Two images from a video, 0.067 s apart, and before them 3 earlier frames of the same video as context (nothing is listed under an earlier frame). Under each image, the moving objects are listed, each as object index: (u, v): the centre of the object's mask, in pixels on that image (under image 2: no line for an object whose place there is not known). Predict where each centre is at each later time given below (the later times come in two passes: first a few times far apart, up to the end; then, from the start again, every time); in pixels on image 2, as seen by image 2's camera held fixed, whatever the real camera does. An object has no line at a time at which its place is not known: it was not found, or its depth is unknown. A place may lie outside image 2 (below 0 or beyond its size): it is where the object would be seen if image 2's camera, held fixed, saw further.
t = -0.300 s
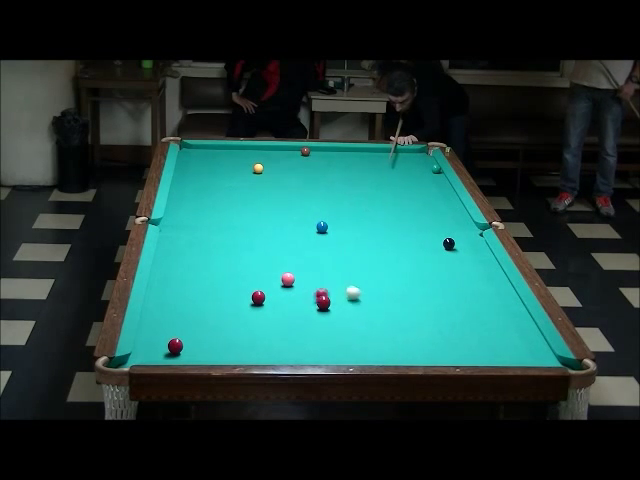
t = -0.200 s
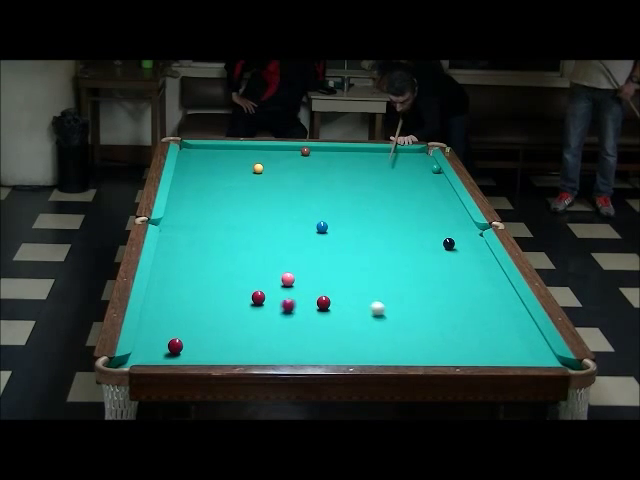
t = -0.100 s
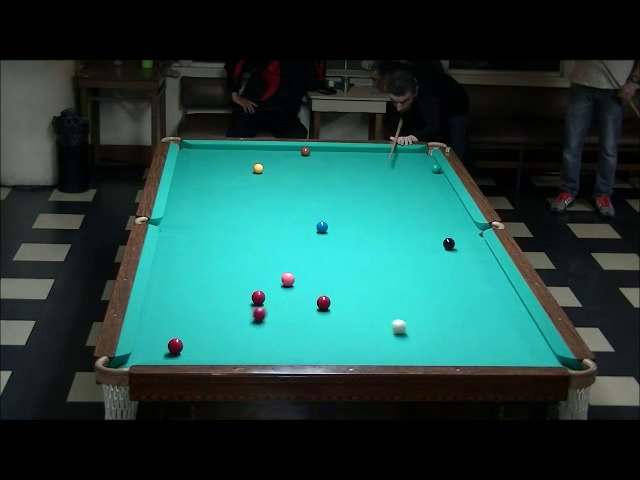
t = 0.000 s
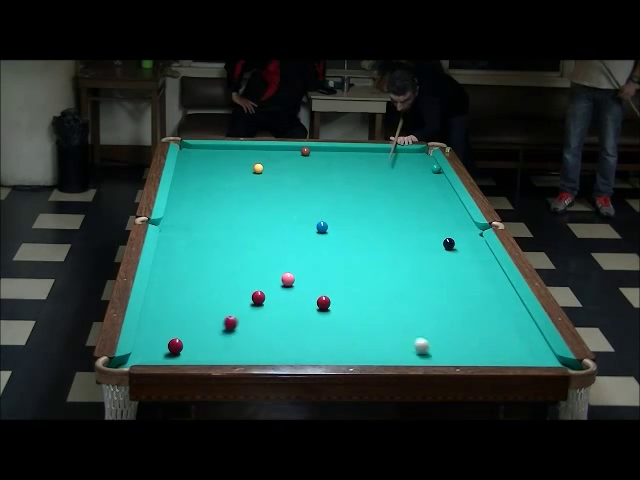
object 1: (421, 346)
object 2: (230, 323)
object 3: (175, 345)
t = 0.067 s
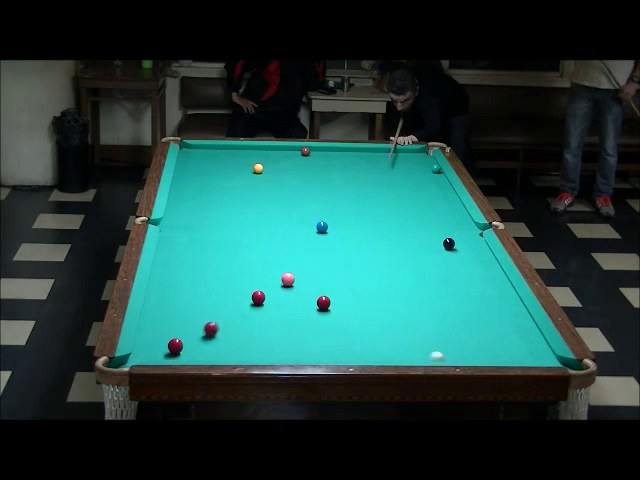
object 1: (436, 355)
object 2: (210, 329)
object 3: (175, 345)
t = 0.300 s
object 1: (451, 329)
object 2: (142, 342)
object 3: (173, 353)
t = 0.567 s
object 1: (463, 296)
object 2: (195, 346)
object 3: (173, 350)
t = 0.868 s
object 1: (474, 265)
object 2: (252, 350)
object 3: (174, 336)
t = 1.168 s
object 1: (477, 240)
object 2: (306, 353)
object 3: (175, 325)
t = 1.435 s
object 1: (456, 224)
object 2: (352, 355)
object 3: (176, 316)
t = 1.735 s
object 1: (436, 207)
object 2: (397, 356)
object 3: (176, 308)
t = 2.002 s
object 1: (420, 194)
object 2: (431, 356)
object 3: (177, 302)
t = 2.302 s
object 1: (404, 181)
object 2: (466, 355)
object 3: (177, 297)
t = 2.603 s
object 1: (390, 169)
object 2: (497, 355)
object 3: (176, 293)
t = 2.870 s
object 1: (378, 160)
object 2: (522, 354)
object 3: (176, 290)
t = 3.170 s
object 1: (367, 151)
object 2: (546, 354)
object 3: (176, 287)
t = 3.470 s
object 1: (362, 153)
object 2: (534, 353)
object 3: (176, 286)
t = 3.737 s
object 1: (360, 159)
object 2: (523, 353)
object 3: (176, 286)
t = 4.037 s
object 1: (358, 164)
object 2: (514, 353)
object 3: (176, 286)
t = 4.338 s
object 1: (357, 169)
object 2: (508, 353)
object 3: (176, 286)
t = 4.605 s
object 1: (356, 174)
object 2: (506, 353)
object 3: (176, 286)
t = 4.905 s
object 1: (354, 178)
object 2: (506, 353)
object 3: (176, 286)
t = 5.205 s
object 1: (352, 182)
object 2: (506, 353)
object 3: (176, 286)
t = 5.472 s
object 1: (351, 185)
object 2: (506, 353)
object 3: (176, 286)
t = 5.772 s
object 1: (349, 188)
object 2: (506, 353)
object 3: (176, 286)
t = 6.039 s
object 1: (348, 189)
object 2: (506, 353)
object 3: (176, 286)
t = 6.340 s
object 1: (347, 191)
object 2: (506, 353)
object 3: (176, 286)
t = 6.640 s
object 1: (346, 192)
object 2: (506, 353)
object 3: (176, 286)
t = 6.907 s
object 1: (345, 193)
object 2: (506, 353)
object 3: (176, 286)
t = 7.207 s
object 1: (346, 193)
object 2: (506, 353)
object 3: (176, 286)
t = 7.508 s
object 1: (346, 193)
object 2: (507, 353)
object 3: (176, 286)
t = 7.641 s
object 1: (346, 193)
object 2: (507, 353)
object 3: (176, 286)
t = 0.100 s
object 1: (441, 355)
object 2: (200, 332)
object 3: (175, 346)
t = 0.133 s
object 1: (443, 352)
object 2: (190, 335)
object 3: (175, 346)
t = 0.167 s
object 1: (445, 347)
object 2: (182, 336)
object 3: (175, 346)
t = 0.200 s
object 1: (446, 343)
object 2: (169, 338)
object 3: (175, 348)
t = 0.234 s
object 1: (448, 338)
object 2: (160, 340)
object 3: (174, 350)
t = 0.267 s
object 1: (450, 333)
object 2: (151, 340)
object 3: (173, 352)
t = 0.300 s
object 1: (451, 329)
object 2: (142, 342)
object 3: (173, 353)
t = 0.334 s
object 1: (453, 324)
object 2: (148, 342)
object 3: (172, 355)
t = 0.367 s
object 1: (454, 320)
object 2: (155, 343)
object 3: (172, 356)
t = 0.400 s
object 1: (456, 316)
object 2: (162, 343)
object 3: (172, 355)
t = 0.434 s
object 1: (457, 312)
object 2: (169, 343)
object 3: (172, 354)
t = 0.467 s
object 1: (459, 308)
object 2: (176, 342)
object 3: (172, 353)
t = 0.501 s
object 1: (461, 304)
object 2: (183, 344)
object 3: (173, 352)
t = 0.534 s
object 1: (462, 300)
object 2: (189, 345)
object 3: (172, 351)
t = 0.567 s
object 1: (463, 296)
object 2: (195, 346)
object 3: (173, 350)
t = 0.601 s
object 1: (465, 292)
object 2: (201, 346)
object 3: (173, 348)
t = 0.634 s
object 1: (466, 289)
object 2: (208, 347)
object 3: (173, 346)
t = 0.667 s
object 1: (467, 285)
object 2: (214, 348)
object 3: (173, 345)
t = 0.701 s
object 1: (469, 282)
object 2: (221, 348)
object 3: (173, 343)
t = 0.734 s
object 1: (470, 278)
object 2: (227, 348)
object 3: (173, 342)
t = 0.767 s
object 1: (471, 275)
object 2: (233, 349)
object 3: (173, 340)
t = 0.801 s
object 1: (472, 272)
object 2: (240, 349)
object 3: (173, 339)
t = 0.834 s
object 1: (473, 269)
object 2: (246, 350)
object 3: (173, 338)
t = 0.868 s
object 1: (474, 265)
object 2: (252, 350)
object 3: (174, 336)
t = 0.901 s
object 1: (476, 262)
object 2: (258, 351)
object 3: (174, 335)
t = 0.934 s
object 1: (476, 259)
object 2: (264, 351)
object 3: (174, 333)
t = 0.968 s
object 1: (478, 256)
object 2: (270, 351)
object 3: (174, 332)
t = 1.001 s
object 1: (479, 253)
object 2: (276, 352)
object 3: (174, 331)
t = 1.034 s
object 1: (480, 250)
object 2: (282, 352)
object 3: (174, 330)
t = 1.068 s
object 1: (481, 248)
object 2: (288, 352)
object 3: (174, 329)
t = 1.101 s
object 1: (482, 245)
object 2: (294, 353)
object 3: (174, 327)
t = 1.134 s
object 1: (480, 243)
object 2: (300, 353)
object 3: (175, 326)
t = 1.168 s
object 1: (477, 240)
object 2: (306, 353)
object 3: (175, 325)
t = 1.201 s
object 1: (474, 238)
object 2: (312, 353)
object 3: (175, 324)
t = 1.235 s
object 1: (472, 236)
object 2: (318, 354)
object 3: (175, 323)
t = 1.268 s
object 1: (469, 234)
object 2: (324, 354)
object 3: (175, 322)
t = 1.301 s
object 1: (466, 232)
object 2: (329, 354)
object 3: (175, 320)
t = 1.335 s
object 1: (464, 230)
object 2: (335, 354)
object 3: (175, 319)
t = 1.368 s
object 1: (461, 228)
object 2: (341, 355)
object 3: (175, 318)
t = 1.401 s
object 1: (459, 226)
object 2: (346, 355)
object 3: (175, 317)
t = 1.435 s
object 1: (456, 224)
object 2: (352, 355)
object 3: (176, 316)
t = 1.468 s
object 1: (454, 221)
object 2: (357, 355)
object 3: (176, 315)
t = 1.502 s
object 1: (452, 220)
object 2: (363, 355)
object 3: (176, 314)
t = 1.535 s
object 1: (449, 218)
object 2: (368, 356)
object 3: (176, 313)
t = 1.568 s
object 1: (447, 216)
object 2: (374, 356)
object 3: (176, 313)
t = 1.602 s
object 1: (445, 214)
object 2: (379, 356)
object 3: (176, 312)
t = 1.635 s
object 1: (443, 212)
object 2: (384, 356)
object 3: (176, 311)
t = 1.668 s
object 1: (440, 210)
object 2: (389, 356)
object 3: (176, 310)
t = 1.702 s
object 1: (438, 209)
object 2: (393, 356)
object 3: (176, 309)
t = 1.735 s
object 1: (436, 207)
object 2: (397, 356)
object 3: (176, 308)
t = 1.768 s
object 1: (434, 205)
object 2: (402, 356)
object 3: (177, 307)
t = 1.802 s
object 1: (432, 204)
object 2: (406, 356)
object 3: (177, 307)
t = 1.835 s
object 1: (430, 202)
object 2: (410, 356)
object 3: (177, 306)
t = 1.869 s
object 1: (428, 200)
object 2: (415, 356)
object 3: (177, 305)
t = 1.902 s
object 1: (426, 199)
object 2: (419, 356)
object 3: (177, 304)
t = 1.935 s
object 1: (424, 197)
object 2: (423, 356)
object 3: (177, 304)
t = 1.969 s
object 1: (422, 195)
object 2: (427, 355)
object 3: (177, 303)
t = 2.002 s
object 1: (420, 194)
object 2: (431, 356)
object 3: (177, 302)
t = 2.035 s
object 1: (418, 192)
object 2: (435, 356)
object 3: (177, 302)
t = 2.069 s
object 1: (417, 191)
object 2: (439, 356)
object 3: (177, 301)
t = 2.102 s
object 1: (414, 189)
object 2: (443, 356)
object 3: (177, 300)
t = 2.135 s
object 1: (413, 188)
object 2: (447, 356)
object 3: (177, 300)
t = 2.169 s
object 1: (411, 186)
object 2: (451, 355)
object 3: (177, 299)
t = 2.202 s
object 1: (409, 185)
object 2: (454, 355)
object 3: (176, 298)
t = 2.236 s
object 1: (407, 183)
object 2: (458, 355)
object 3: (176, 298)
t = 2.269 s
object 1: (406, 182)
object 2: (462, 355)
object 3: (176, 297)
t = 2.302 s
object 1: (404, 181)
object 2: (466, 355)
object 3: (177, 297)
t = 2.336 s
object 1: (403, 179)
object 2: (469, 355)
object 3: (176, 296)
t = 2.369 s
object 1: (401, 178)
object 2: (473, 355)
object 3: (176, 295)
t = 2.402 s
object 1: (399, 177)
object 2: (476, 355)
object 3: (176, 295)
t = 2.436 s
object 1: (397, 175)
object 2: (480, 355)
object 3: (176, 294)
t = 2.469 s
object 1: (396, 174)
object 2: (483, 355)
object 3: (176, 294)
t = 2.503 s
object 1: (394, 173)
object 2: (487, 355)
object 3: (176, 294)
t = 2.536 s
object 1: (393, 171)
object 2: (490, 355)
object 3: (176, 293)
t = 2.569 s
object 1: (392, 171)
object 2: (494, 355)
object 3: (176, 293)
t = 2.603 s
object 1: (390, 169)
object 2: (497, 355)
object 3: (176, 293)
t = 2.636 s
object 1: (388, 168)
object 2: (500, 355)
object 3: (176, 292)
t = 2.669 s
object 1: (387, 167)
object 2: (503, 355)
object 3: (176, 291)
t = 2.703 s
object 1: (386, 166)
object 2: (506, 355)
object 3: (176, 291)
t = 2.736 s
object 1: (384, 165)
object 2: (509, 355)
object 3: (176, 291)
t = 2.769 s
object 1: (383, 164)
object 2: (513, 355)
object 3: (176, 290)
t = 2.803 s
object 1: (381, 163)
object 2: (516, 355)
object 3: (176, 290)
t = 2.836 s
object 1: (380, 162)
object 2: (519, 355)
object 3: (176, 290)
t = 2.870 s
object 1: (378, 160)
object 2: (522, 354)
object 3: (176, 290)
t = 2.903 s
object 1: (377, 159)
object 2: (525, 355)
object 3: (176, 289)
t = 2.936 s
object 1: (376, 158)
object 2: (528, 354)
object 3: (176, 289)
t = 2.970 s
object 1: (375, 157)
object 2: (530, 354)
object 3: (176, 289)
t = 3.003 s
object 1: (373, 156)
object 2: (533, 354)
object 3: (176, 288)
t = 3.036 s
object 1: (372, 155)
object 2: (536, 354)
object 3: (176, 288)
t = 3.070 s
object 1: (371, 154)
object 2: (539, 354)
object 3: (176, 288)
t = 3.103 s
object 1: (369, 153)
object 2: (541, 354)
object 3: (176, 288)
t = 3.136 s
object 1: (368, 152)
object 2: (544, 354)
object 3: (176, 288)
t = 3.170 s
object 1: (367, 151)
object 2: (546, 354)
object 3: (176, 287)
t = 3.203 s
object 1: (366, 150)
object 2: (546, 354)
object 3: (176, 287)
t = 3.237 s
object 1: (364, 149)
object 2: (545, 354)
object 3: (176, 287)
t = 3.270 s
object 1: (364, 149)
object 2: (544, 354)
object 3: (176, 287)
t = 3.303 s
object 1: (364, 150)
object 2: (541, 353)
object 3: (176, 287)
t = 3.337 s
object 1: (363, 151)
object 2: (540, 353)
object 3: (176, 287)
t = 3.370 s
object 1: (363, 151)
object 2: (538, 354)
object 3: (176, 286)
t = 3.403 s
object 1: (362, 152)
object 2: (537, 353)
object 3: (176, 286)
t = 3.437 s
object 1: (362, 153)
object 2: (535, 353)
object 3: (176, 286)
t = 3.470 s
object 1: (362, 153)
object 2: (534, 353)
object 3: (176, 286)
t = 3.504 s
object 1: (362, 154)
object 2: (532, 353)
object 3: (176, 286)
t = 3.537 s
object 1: (362, 155)
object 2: (531, 353)
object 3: (176, 286)
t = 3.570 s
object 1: (361, 155)
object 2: (529, 353)
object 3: (176, 286)
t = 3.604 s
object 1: (361, 156)
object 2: (528, 353)
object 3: (176, 286)
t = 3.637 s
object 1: (361, 157)
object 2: (527, 353)
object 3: (176, 286)
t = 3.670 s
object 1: (361, 157)
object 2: (526, 353)
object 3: (176, 286)
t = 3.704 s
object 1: (360, 158)
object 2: (524, 353)
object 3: (176, 286)
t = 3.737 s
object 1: (360, 159)
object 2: (523, 353)
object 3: (176, 286)
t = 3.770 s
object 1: (360, 159)
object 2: (522, 353)
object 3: (176, 286)
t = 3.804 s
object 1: (360, 160)
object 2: (521, 353)
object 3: (176, 286)
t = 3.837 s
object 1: (360, 160)
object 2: (520, 353)
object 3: (176, 286)
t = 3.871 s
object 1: (359, 161)
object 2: (519, 353)
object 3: (176, 286)
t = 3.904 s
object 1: (359, 162)
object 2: (518, 353)
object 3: (176, 286)
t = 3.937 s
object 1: (359, 162)
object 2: (517, 353)
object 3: (176, 286)
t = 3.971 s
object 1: (359, 163)
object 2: (516, 353)
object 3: (176, 286)
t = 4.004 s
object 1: (359, 164)
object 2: (515, 353)
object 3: (176, 286)
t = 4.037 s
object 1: (358, 164)
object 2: (514, 353)
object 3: (176, 286)
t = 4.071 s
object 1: (358, 165)
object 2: (513, 353)
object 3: (176, 286)
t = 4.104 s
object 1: (358, 165)
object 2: (513, 353)
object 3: (176, 286)
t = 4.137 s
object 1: (358, 166)
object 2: (512, 353)
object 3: (176, 286)
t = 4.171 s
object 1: (358, 167)
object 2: (511, 353)
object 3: (176, 286)
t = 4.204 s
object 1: (357, 167)
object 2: (510, 354)
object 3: (176, 286)
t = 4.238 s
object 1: (357, 168)
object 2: (510, 353)
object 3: (177, 286)
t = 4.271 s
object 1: (357, 168)
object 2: (509, 353)
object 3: (176, 286)
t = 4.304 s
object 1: (357, 169)
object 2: (509, 353)
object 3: (176, 286)
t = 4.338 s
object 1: (357, 169)
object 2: (508, 353)
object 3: (176, 286)
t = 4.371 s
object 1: (357, 170)
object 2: (508, 353)
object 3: (176, 286)
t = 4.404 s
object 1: (357, 171)
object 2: (507, 353)
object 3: (177, 286)
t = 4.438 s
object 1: (356, 171)
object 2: (507, 353)
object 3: (176, 286)
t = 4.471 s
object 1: (356, 172)
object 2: (507, 354)
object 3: (176, 286)
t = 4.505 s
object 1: (356, 172)
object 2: (506, 353)
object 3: (176, 286)
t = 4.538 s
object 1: (356, 173)
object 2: (506, 353)
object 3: (176, 286)
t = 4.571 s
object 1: (356, 173)
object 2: (506, 353)
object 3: (176, 286)
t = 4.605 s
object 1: (356, 174)
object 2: (506, 353)
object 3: (176, 286)
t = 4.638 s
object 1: (356, 174)
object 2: (506, 353)
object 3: (176, 286)
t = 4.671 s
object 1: (356, 175)
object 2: (506, 353)
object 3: (176, 286)
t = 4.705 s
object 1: (355, 175)
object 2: (506, 353)
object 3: (176, 286)
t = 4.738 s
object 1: (355, 176)
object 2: (506, 353)
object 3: (176, 286)
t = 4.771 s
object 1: (355, 176)
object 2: (505, 353)
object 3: (176, 286)
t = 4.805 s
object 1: (355, 177)
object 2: (506, 353)
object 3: (176, 286)
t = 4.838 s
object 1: (355, 177)
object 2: (506, 353)
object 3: (176, 286)
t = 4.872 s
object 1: (354, 177)
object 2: (506, 353)
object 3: (176, 286)
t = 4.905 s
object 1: (354, 178)
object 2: (506, 353)
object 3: (176, 286)
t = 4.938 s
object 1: (354, 179)
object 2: (506, 353)
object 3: (176, 286)
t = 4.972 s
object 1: (354, 179)
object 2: (506, 353)
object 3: (176, 286)
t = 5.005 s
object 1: (354, 179)
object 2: (506, 353)
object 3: (176, 286)
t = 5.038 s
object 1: (354, 180)
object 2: (506, 353)
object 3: (176, 286)
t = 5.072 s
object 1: (353, 180)
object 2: (506, 353)
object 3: (176, 286)
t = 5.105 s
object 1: (353, 181)
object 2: (506, 353)
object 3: (176, 286)
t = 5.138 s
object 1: (353, 181)
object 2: (506, 353)
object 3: (176, 286)
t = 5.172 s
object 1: (353, 181)
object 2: (506, 353)
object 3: (176, 286)
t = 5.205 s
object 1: (352, 182)
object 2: (506, 353)
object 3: (176, 286)
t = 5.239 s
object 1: (352, 182)
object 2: (506, 353)
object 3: (176, 286)
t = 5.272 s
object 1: (352, 183)
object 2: (506, 353)
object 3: (176, 286)
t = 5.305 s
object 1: (352, 183)
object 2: (506, 353)
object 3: (176, 286)
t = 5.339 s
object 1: (352, 183)
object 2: (506, 353)
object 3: (176, 286)
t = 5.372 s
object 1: (352, 184)
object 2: (506, 353)
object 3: (176, 286)
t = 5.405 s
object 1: (352, 184)
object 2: (506, 353)
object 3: (176, 286)
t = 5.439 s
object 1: (351, 184)
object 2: (506, 353)
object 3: (176, 286)
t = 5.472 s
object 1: (351, 185)
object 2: (506, 353)
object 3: (176, 286)
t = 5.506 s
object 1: (351, 185)
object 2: (506, 353)
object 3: (177, 286)
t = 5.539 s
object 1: (351, 185)
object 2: (506, 353)
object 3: (176, 286)
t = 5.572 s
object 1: (351, 186)
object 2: (506, 353)
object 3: (176, 286)
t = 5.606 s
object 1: (350, 186)
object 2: (506, 353)
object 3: (176, 286)
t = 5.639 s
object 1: (350, 187)
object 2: (506, 353)
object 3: (176, 286)
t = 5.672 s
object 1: (350, 187)
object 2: (506, 353)
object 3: (176, 286)
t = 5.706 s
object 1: (350, 187)
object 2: (506, 353)
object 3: (176, 286)
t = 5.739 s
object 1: (350, 187)
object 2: (506, 353)
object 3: (176, 286)
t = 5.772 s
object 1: (349, 188)
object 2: (506, 353)
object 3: (176, 286)
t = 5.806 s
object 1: (349, 188)
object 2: (506, 353)
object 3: (176, 286)
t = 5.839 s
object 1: (349, 188)
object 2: (506, 353)
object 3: (176, 286)
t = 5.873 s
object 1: (349, 188)
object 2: (506, 353)
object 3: (176, 286)
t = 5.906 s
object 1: (349, 189)
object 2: (506, 353)
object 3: (176, 286)
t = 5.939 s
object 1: (348, 189)
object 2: (506, 353)
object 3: (176, 286)
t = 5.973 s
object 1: (348, 189)
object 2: (506, 353)
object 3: (176, 286)
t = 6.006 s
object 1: (348, 189)
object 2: (506, 353)
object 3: (176, 286)
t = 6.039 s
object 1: (348, 189)
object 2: (506, 353)
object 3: (176, 286)
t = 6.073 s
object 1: (348, 190)
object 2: (506, 353)
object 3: (176, 286)
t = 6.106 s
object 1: (348, 190)
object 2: (506, 353)
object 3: (176, 286)
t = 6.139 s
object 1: (348, 190)
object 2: (506, 353)
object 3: (176, 286)
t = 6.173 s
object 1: (348, 190)
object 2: (506, 353)
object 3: (176, 286)
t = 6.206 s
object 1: (347, 191)
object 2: (506, 353)
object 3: (176, 286)
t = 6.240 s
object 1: (347, 191)
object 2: (506, 353)
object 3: (176, 286)
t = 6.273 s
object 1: (347, 191)
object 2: (506, 353)
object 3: (176, 286)
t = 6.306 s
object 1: (347, 191)
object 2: (506, 353)
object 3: (176, 286)
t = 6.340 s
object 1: (347, 191)
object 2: (506, 353)
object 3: (176, 286)
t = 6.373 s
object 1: (347, 191)
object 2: (506, 353)
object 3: (176, 286)
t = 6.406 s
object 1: (347, 191)
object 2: (506, 353)
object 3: (176, 286)
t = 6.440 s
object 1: (346, 192)
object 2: (506, 353)
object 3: (176, 286)
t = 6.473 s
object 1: (346, 192)
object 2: (506, 353)
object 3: (176, 286)
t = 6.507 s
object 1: (346, 192)
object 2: (506, 353)
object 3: (176, 286)
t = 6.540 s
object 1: (346, 192)
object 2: (506, 353)
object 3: (176, 286)
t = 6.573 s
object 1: (346, 192)
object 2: (506, 353)
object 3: (176, 286)
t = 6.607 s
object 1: (346, 192)
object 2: (506, 353)
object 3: (176, 286)
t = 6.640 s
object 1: (346, 192)
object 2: (506, 353)
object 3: (176, 286)
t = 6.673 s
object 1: (346, 192)
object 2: (506, 353)
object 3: (176, 286)
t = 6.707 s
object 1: (346, 192)
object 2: (506, 353)
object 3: (176, 286)
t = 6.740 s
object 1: (346, 192)
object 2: (506, 353)
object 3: (176, 286)
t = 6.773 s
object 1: (346, 192)
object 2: (506, 353)
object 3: (176, 286)
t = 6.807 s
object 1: (346, 192)
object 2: (506, 353)
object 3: (176, 286)
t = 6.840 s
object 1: (346, 193)
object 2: (506, 353)
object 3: (176, 286)
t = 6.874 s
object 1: (346, 193)
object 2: (506, 353)
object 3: (176, 286)
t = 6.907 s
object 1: (345, 193)
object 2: (506, 353)
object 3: (176, 286)
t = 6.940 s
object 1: (345, 193)
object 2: (506, 353)
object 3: (176, 286)
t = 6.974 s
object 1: (346, 193)
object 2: (506, 353)
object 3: (176, 286)
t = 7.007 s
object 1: (346, 193)
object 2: (506, 353)
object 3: (177, 286)
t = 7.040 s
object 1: (346, 193)
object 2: (506, 353)
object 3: (176, 286)
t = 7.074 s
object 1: (346, 193)
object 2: (506, 353)
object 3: (176, 286)
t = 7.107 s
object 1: (346, 193)
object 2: (506, 353)
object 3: (176, 286)
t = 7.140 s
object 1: (346, 193)
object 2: (506, 353)
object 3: (176, 286)
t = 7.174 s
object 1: (346, 193)
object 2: (506, 353)
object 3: (176, 286)
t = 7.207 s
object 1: (346, 193)
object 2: (506, 353)
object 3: (176, 286)
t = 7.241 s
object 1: (346, 193)
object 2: (506, 353)
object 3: (176, 286)
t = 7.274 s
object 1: (346, 193)
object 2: (506, 353)
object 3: (176, 286)
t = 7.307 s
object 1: (346, 193)
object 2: (506, 353)
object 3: (176, 286)
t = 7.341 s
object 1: (346, 193)
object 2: (506, 353)
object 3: (176, 286)
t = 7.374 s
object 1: (346, 193)
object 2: (506, 353)
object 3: (176, 286)
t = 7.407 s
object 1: (346, 193)
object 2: (506, 353)
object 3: (176, 286)
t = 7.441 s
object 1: (346, 193)
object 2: (507, 353)
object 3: (176, 286)
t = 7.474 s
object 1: (346, 193)
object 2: (507, 353)
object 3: (176, 286)
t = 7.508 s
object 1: (346, 193)
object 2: (507, 353)
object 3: (176, 286)
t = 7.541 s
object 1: (346, 193)
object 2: (507, 353)
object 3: (176, 286)
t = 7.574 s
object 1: (346, 193)
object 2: (507, 353)
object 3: (176, 286)
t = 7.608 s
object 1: (346, 193)
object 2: (507, 353)
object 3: (176, 286)
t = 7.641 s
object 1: (346, 193)
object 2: (507, 353)
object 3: (176, 286)
